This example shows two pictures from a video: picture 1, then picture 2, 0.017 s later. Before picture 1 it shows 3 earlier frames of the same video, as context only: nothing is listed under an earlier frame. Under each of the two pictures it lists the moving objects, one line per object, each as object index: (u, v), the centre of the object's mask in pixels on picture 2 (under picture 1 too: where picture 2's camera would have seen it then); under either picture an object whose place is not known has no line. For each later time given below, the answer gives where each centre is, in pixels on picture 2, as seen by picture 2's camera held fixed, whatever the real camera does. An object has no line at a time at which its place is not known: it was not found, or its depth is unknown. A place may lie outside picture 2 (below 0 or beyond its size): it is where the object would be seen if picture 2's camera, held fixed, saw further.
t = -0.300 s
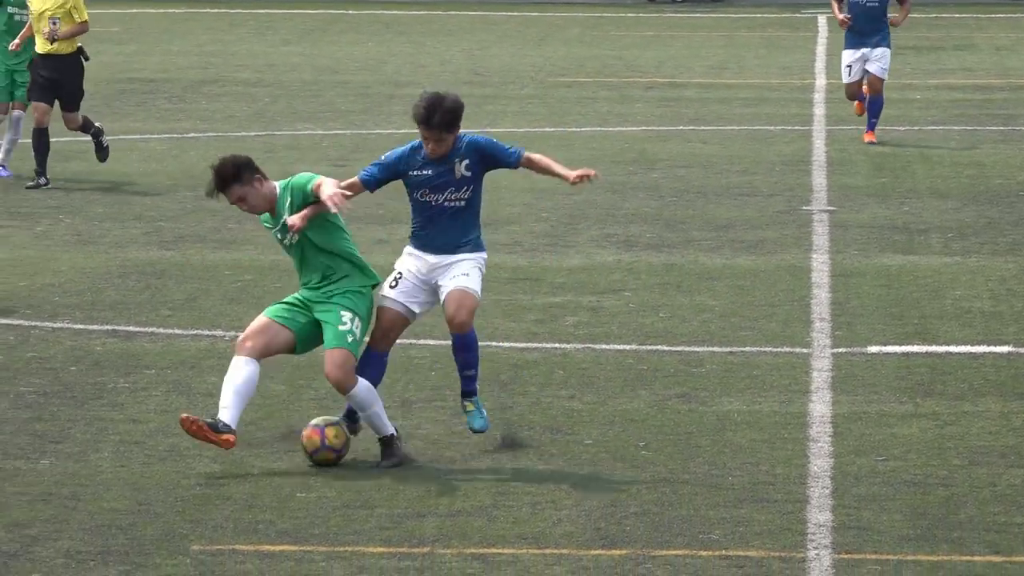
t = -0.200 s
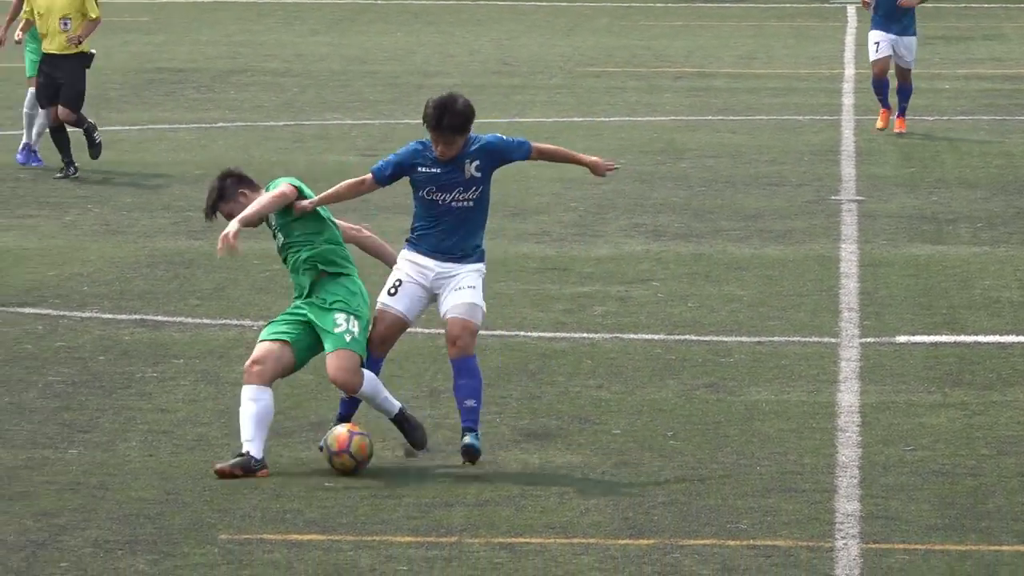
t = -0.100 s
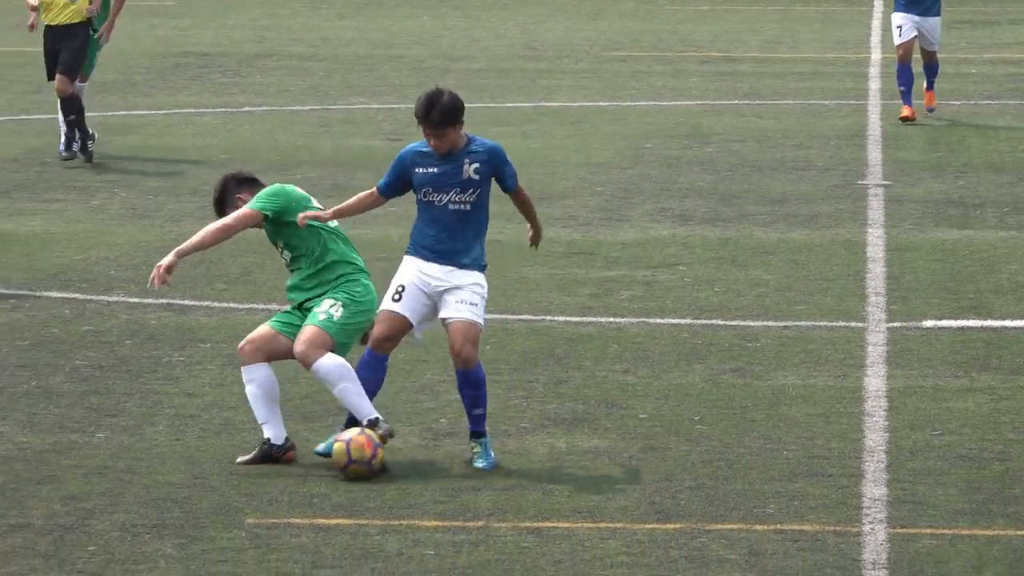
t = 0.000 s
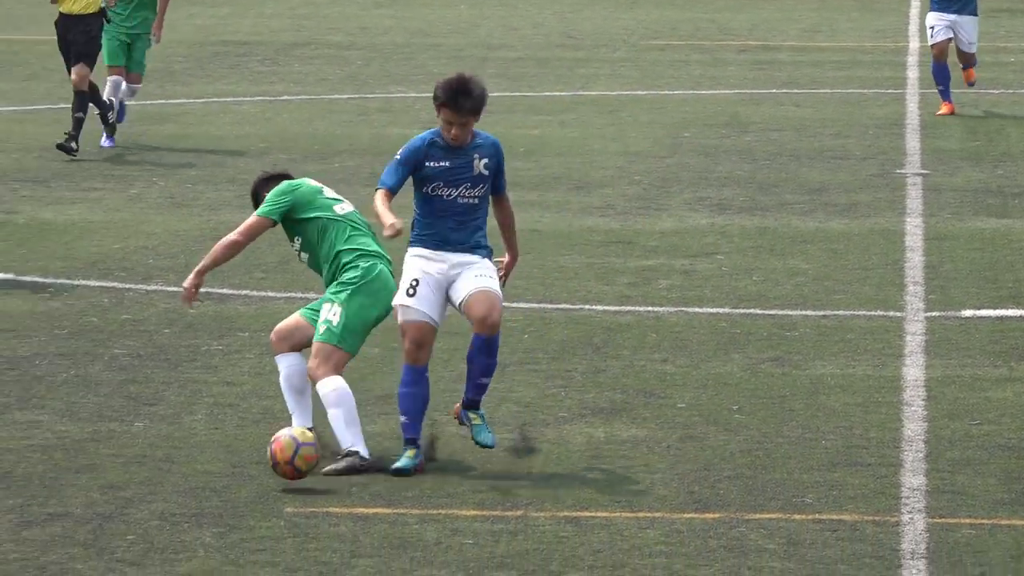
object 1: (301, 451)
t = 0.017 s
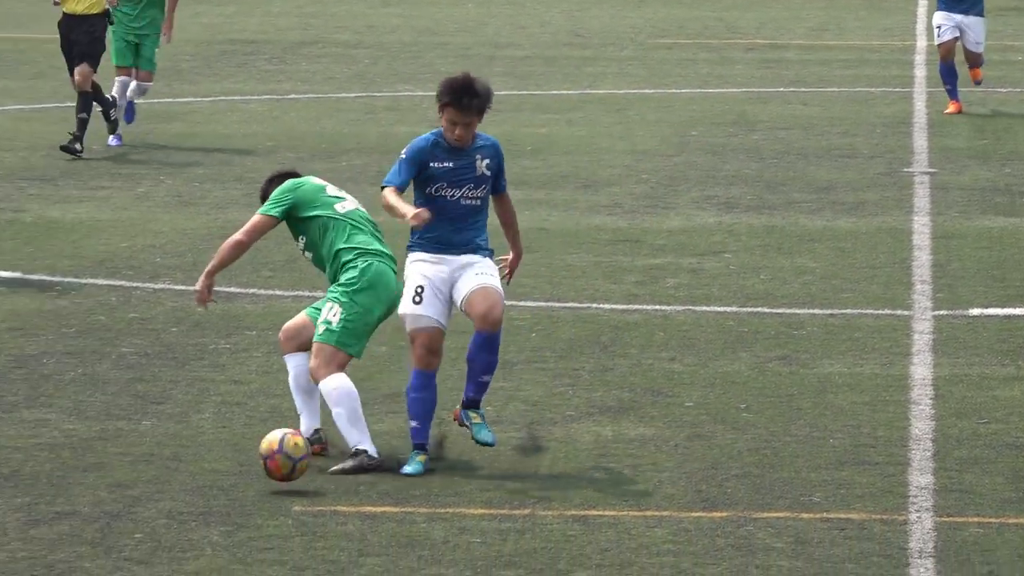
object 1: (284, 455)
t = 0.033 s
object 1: (266, 459)
